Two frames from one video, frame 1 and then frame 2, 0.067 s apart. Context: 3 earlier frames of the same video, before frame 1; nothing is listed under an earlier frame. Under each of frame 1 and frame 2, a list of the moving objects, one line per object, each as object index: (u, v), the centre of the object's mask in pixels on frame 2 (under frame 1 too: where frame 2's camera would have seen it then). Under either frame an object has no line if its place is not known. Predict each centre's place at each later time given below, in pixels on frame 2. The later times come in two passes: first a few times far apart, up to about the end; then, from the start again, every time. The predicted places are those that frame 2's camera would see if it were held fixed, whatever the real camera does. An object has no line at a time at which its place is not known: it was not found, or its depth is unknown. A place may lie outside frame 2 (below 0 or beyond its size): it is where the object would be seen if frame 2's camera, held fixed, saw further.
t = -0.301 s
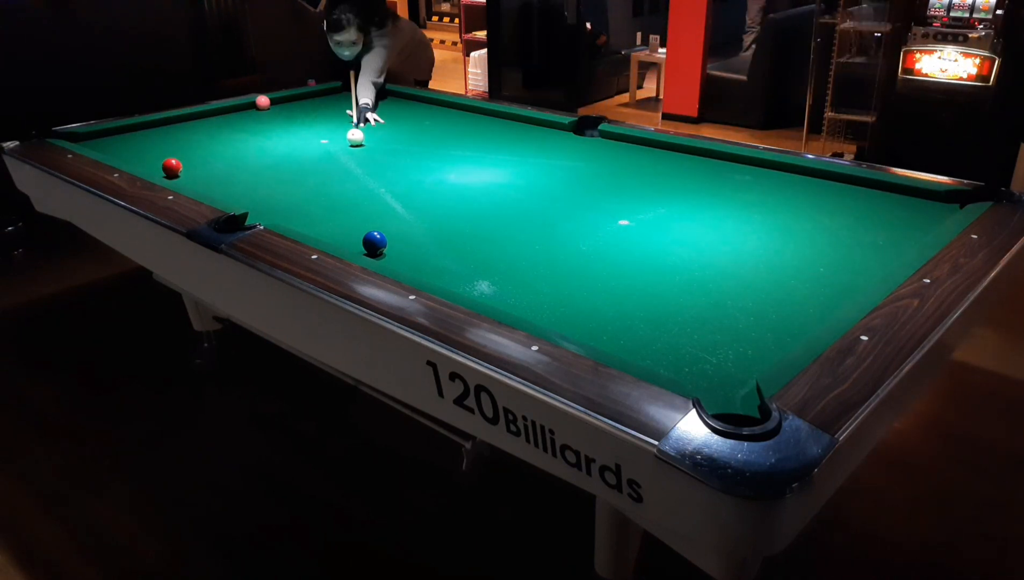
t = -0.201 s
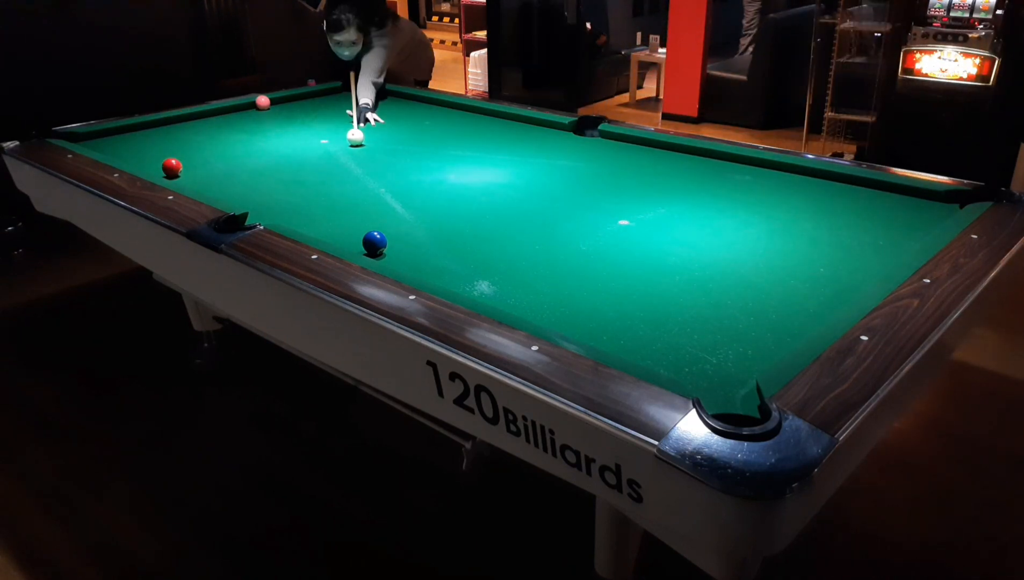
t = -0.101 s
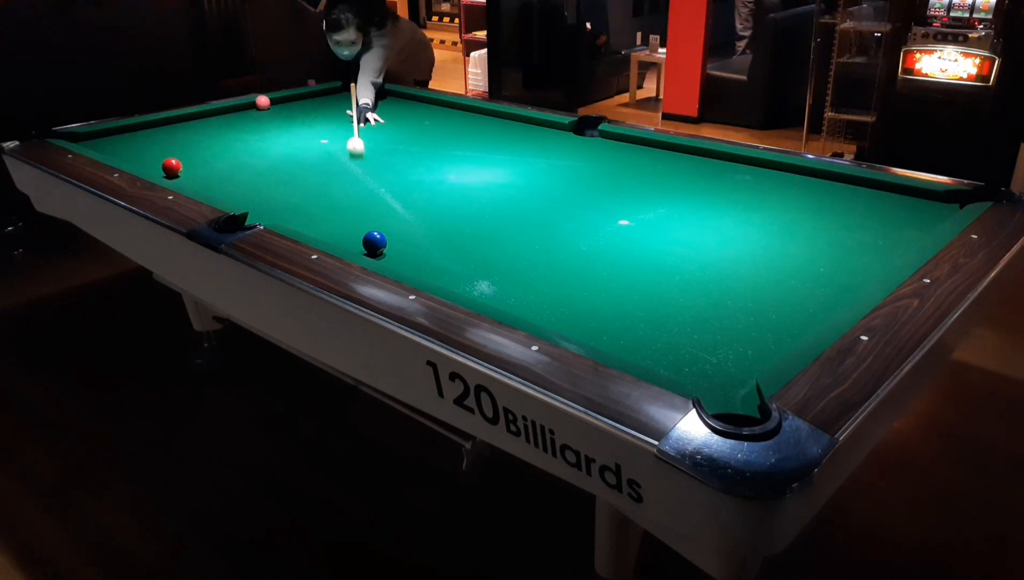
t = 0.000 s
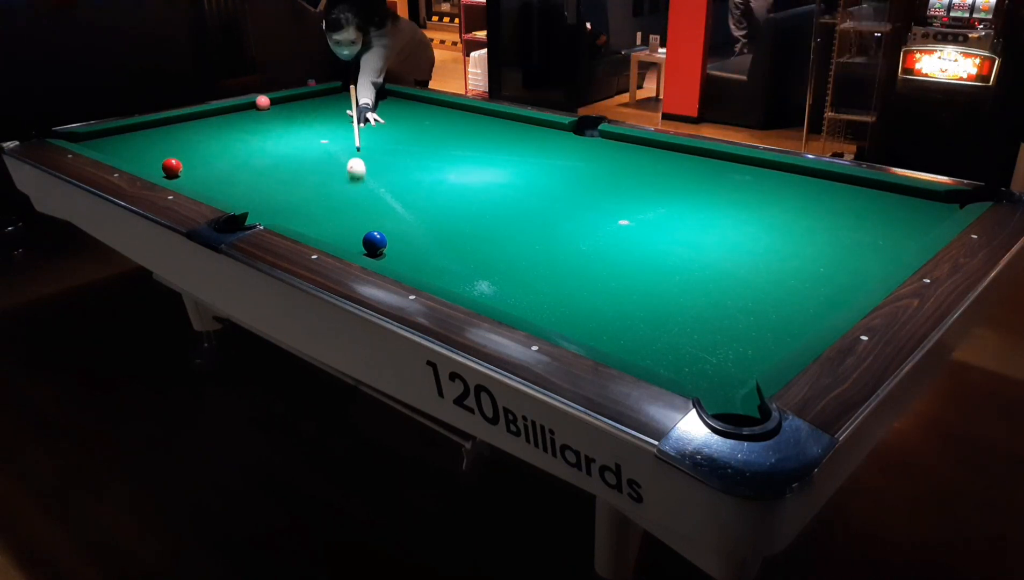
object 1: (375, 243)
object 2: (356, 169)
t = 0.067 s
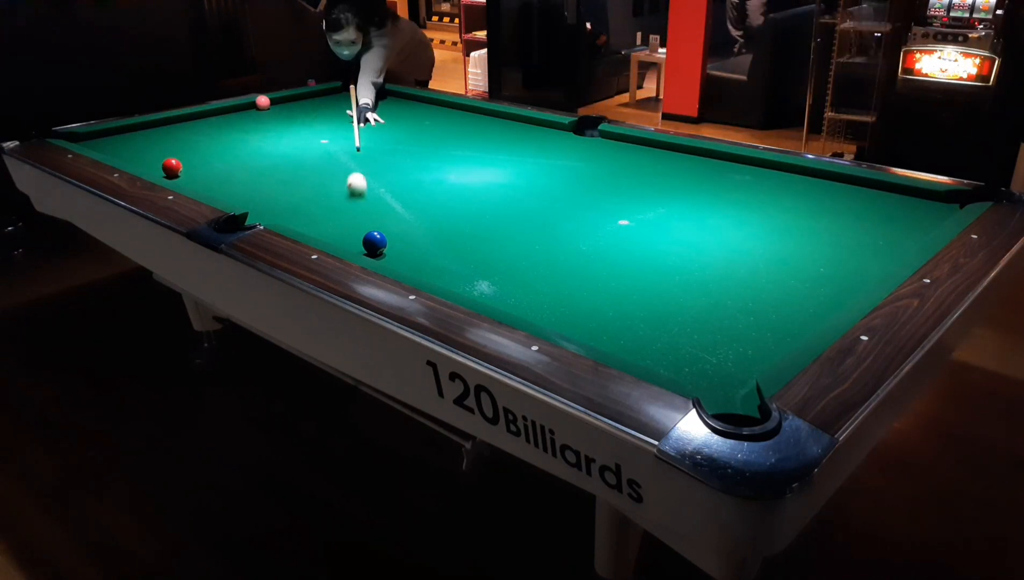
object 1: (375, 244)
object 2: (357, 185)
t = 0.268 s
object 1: (376, 243)
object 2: (356, 236)
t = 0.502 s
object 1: (451, 268)
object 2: (390, 233)
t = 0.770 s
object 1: (534, 295)
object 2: (448, 221)
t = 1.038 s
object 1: (631, 327)
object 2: (499, 210)
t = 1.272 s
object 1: (729, 360)
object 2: (540, 202)
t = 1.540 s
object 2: (582, 193)
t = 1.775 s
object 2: (617, 185)
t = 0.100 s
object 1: (375, 243)
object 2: (357, 193)
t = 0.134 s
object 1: (375, 243)
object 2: (357, 202)
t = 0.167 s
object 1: (375, 243)
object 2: (357, 211)
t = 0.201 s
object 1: (375, 243)
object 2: (357, 219)
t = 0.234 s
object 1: (375, 243)
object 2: (357, 228)
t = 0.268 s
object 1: (376, 243)
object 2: (356, 236)
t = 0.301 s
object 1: (386, 247)
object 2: (348, 240)
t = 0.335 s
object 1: (398, 251)
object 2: (347, 240)
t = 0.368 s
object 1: (409, 255)
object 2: (357, 240)
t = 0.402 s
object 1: (420, 258)
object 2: (366, 238)
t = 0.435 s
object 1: (431, 262)
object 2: (375, 237)
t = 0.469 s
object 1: (441, 265)
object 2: (382, 235)
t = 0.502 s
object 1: (451, 268)
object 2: (390, 233)
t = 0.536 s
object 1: (461, 272)
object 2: (398, 232)
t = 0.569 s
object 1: (471, 275)
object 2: (405, 230)
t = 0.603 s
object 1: (480, 278)
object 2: (413, 229)
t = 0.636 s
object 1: (491, 282)
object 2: (420, 227)
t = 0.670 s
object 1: (502, 284)
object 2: (427, 226)
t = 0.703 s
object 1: (512, 287)
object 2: (434, 224)
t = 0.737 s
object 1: (524, 292)
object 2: (441, 223)
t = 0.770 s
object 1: (534, 295)
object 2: (448, 221)
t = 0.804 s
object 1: (545, 299)
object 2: (455, 220)
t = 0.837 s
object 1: (557, 303)
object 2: (462, 219)
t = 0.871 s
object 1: (569, 307)
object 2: (468, 217)
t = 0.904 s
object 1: (580, 310)
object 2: (475, 216)
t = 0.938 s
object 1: (594, 314)
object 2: (481, 215)
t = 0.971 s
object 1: (605, 319)
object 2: (487, 213)
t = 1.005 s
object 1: (617, 323)
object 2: (493, 212)
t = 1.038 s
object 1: (631, 327)
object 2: (499, 210)
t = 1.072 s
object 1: (644, 331)
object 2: (505, 209)
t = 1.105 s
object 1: (657, 336)
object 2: (512, 208)
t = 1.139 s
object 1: (671, 340)
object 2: (517, 207)
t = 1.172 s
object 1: (685, 346)
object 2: (523, 206)
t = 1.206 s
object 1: (699, 350)
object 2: (529, 204)
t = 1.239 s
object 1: (714, 354)
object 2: (534, 203)
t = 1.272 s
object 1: (729, 360)
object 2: (540, 202)
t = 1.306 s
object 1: (745, 365)
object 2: (545, 201)
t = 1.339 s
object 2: (551, 199)
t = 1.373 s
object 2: (556, 198)
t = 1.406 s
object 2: (562, 197)
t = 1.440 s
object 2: (567, 196)
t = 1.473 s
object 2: (572, 195)
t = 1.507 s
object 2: (577, 194)
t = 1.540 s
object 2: (582, 193)
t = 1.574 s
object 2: (587, 192)
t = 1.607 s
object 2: (592, 190)
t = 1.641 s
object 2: (597, 189)
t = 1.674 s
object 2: (602, 188)
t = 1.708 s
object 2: (607, 187)
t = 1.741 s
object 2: (612, 186)
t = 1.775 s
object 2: (617, 185)
